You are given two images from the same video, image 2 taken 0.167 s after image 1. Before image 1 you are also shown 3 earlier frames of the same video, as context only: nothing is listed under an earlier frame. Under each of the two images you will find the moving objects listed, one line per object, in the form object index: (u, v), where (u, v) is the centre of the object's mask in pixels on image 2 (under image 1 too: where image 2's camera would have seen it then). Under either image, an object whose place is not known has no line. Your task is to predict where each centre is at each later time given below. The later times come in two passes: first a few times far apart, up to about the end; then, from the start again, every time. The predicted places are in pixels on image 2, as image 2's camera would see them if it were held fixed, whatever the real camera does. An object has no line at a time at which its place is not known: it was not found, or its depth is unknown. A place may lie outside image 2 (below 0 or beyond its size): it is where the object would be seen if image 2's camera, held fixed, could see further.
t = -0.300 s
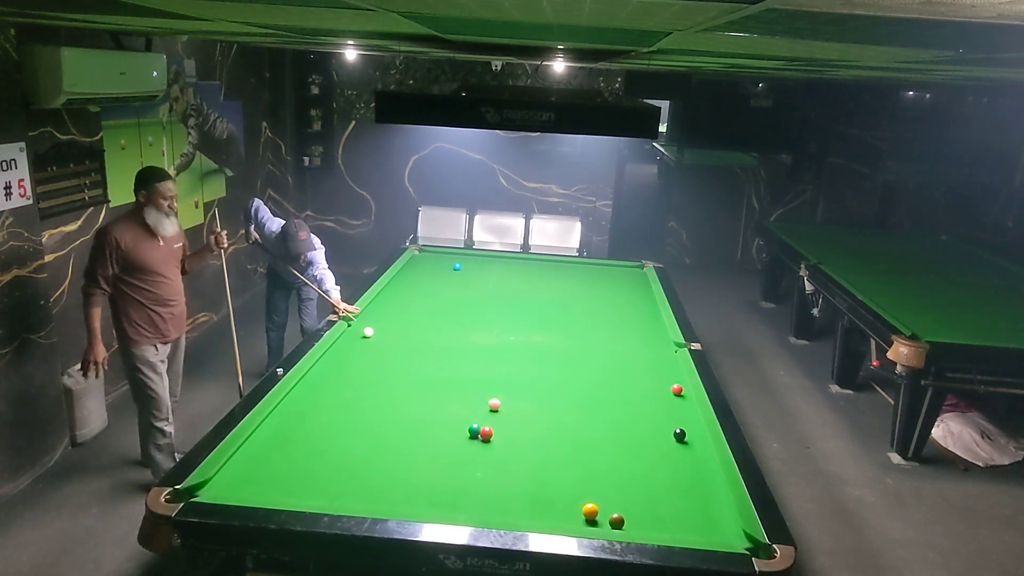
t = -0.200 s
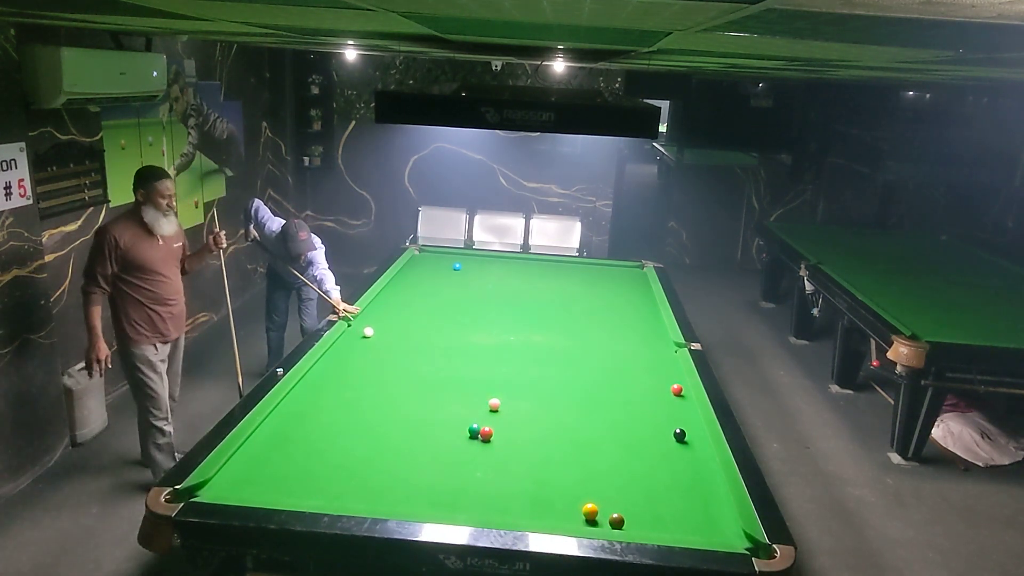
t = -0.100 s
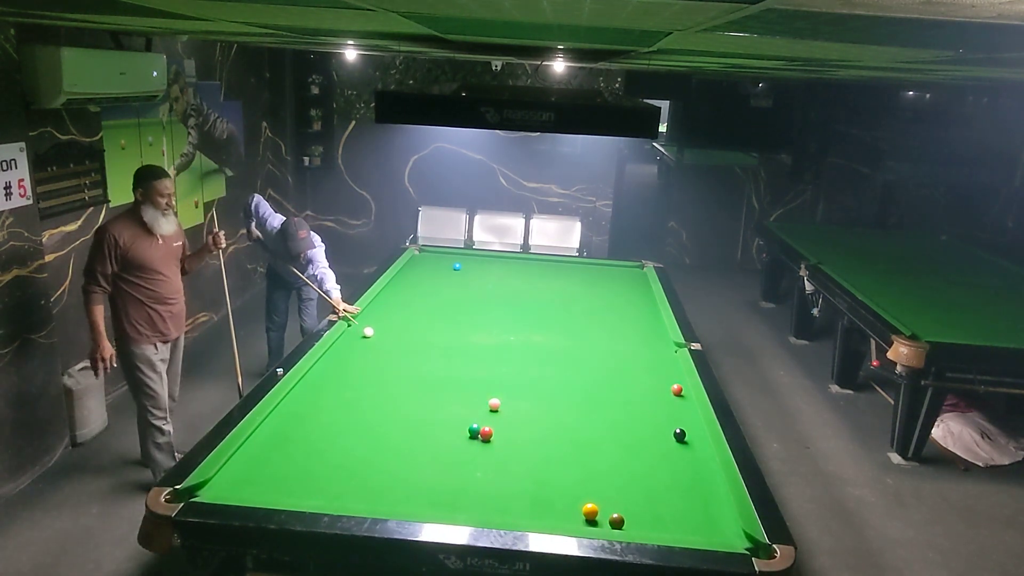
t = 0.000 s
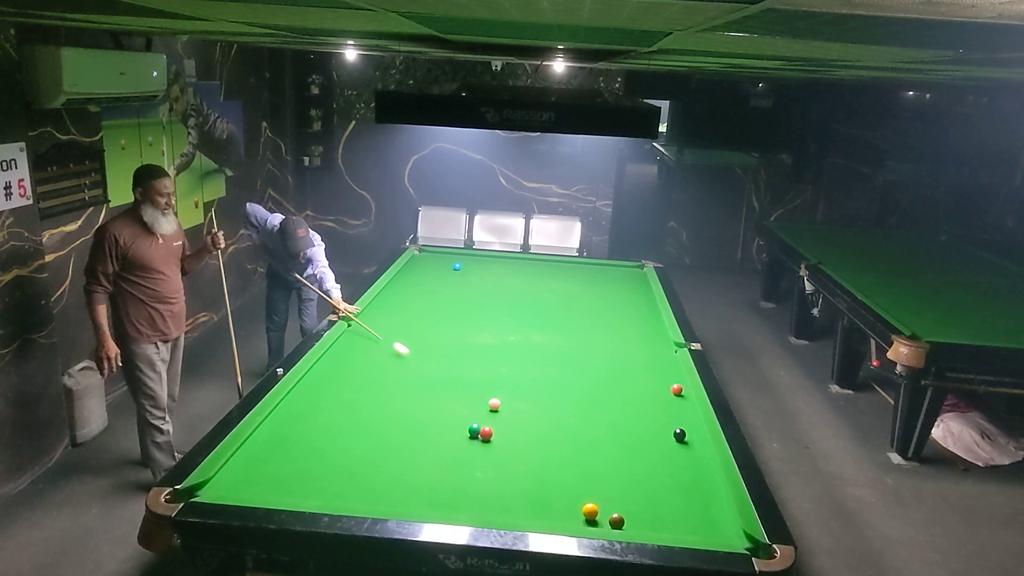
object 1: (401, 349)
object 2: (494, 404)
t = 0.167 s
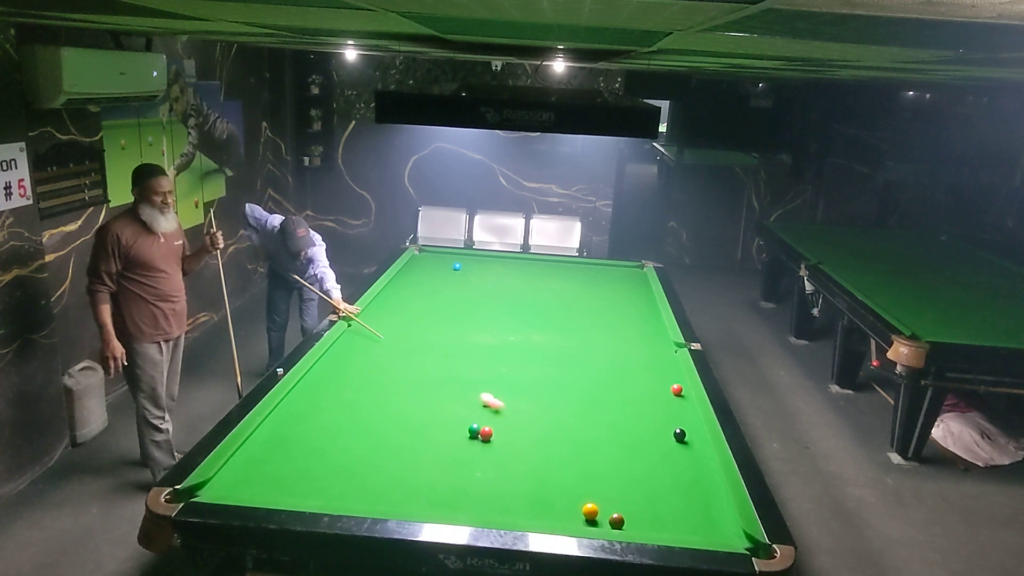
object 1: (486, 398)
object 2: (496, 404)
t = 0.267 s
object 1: (494, 400)
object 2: (549, 437)
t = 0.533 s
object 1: (513, 405)
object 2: (711, 528)
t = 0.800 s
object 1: (531, 409)
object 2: (671, 467)
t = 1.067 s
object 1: (547, 412)
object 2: (614, 423)
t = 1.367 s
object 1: (563, 415)
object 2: (565, 385)
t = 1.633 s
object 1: (575, 418)
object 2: (530, 357)
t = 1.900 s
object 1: (585, 419)
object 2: (501, 334)
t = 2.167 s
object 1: (594, 421)
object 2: (477, 315)
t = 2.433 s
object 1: (600, 422)
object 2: (456, 299)
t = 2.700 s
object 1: (604, 422)
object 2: (439, 285)
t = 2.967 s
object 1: (606, 423)
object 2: (424, 273)
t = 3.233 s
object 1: (606, 423)
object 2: (411, 262)
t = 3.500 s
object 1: (606, 423)
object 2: (424, 257)
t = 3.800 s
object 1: (606, 423)
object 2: (439, 252)
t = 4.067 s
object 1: (606, 423)
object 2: (443, 255)
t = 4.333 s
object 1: (606, 423)
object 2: (447, 260)
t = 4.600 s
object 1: (606, 423)
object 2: (451, 263)
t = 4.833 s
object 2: (452, 265)
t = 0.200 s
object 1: (489, 399)
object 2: (512, 411)
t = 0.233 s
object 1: (492, 400)
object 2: (532, 426)
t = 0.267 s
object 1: (494, 400)
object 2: (549, 437)
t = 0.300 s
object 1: (496, 401)
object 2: (568, 449)
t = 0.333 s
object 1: (499, 402)
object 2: (588, 461)
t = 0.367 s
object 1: (501, 402)
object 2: (608, 473)
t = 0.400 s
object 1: (504, 403)
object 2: (630, 487)
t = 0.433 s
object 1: (506, 403)
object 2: (652, 503)
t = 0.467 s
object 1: (508, 404)
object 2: (675, 516)
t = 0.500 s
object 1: (511, 404)
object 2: (698, 531)
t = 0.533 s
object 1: (513, 405)
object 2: (711, 528)
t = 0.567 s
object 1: (515, 405)
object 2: (719, 520)
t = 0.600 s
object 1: (518, 406)
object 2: (727, 513)
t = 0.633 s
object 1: (520, 406)
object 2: (719, 504)
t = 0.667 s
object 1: (522, 407)
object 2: (708, 496)
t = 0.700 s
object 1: (524, 407)
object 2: (697, 487)
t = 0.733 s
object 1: (527, 408)
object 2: (688, 481)
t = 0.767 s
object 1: (529, 408)
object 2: (679, 473)
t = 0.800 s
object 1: (531, 409)
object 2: (671, 467)
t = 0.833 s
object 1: (533, 409)
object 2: (663, 461)
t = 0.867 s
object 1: (535, 410)
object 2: (656, 455)
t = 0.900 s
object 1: (537, 410)
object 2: (648, 449)
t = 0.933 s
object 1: (539, 411)
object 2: (641, 444)
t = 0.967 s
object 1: (541, 411)
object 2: (634, 438)
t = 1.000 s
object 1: (543, 411)
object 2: (627, 433)
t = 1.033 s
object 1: (545, 412)
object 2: (621, 428)
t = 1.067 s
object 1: (547, 412)
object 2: (614, 423)
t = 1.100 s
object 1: (549, 413)
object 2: (608, 418)
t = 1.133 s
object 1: (551, 413)
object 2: (602, 414)
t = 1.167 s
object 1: (552, 413)
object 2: (596, 409)
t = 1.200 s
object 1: (554, 414)
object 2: (591, 405)
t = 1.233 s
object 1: (556, 414)
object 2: (585, 401)
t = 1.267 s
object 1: (558, 414)
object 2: (580, 396)
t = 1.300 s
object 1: (560, 415)
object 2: (575, 392)
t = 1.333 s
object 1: (561, 415)
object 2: (570, 388)
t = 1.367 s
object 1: (563, 415)
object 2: (565, 385)
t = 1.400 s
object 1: (564, 416)
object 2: (560, 381)
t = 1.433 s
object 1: (566, 416)
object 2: (556, 377)
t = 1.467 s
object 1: (568, 416)
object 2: (551, 374)
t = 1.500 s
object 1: (569, 417)
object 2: (546, 370)
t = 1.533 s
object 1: (571, 417)
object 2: (542, 367)
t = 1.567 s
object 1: (572, 417)
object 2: (538, 364)
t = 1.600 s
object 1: (574, 417)
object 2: (534, 360)
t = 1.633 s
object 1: (575, 418)
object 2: (530, 357)
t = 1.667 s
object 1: (576, 418)
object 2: (526, 354)
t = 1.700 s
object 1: (578, 418)
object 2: (522, 351)
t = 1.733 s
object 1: (579, 418)
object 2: (518, 348)
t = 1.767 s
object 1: (581, 419)
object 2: (515, 345)
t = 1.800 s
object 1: (582, 419)
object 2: (511, 342)
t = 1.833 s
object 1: (583, 419)
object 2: (508, 340)
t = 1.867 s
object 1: (584, 419)
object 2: (504, 337)
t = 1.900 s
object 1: (585, 419)
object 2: (501, 334)
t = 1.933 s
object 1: (587, 420)
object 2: (498, 332)
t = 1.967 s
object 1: (588, 420)
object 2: (495, 329)
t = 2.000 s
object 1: (589, 420)
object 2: (491, 327)
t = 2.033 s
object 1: (590, 420)
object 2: (488, 325)
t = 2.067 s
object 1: (591, 420)
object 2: (485, 322)
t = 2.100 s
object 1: (592, 420)
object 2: (482, 320)
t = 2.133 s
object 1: (593, 421)
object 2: (480, 318)
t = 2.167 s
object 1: (594, 421)
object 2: (477, 315)
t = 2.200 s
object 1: (595, 421)
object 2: (474, 313)
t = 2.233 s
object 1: (596, 421)
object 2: (471, 311)
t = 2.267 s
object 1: (596, 421)
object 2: (469, 309)
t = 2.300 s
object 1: (597, 421)
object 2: (466, 307)
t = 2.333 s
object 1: (598, 421)
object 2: (464, 305)
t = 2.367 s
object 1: (599, 422)
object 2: (461, 303)
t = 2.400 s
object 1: (599, 422)
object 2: (459, 301)
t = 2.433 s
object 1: (600, 422)
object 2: (456, 299)
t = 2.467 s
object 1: (601, 422)
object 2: (454, 297)
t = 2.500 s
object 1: (601, 422)
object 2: (452, 295)
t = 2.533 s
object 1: (602, 422)
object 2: (449, 294)
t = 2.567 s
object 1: (602, 422)
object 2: (447, 292)
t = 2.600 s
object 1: (603, 422)
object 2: (445, 290)
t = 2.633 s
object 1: (603, 422)
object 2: (443, 289)
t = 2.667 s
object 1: (604, 422)
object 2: (441, 287)
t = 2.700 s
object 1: (604, 422)
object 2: (439, 285)
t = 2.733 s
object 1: (604, 422)
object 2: (437, 283)
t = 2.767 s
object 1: (605, 422)
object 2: (435, 282)
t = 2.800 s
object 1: (605, 422)
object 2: (433, 281)
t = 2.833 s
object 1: (605, 422)
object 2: (431, 279)
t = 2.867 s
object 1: (605, 422)
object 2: (429, 277)
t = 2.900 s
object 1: (606, 423)
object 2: (427, 276)
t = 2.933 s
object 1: (606, 423)
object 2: (426, 274)
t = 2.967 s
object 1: (606, 423)
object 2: (424, 273)
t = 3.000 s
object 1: (606, 423)
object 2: (422, 272)
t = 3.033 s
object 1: (606, 423)
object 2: (420, 270)
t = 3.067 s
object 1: (606, 423)
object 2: (419, 269)
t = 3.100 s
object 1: (606, 423)
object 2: (417, 267)
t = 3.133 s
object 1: (606, 423)
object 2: (416, 266)
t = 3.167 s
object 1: (606, 423)
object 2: (414, 265)
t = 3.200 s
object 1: (606, 423)
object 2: (413, 264)
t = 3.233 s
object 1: (606, 423)
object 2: (411, 262)
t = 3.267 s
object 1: (606, 423)
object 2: (410, 261)
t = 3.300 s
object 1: (606, 423)
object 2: (412, 261)
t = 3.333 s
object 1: (606, 423)
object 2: (415, 260)
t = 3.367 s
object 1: (606, 423)
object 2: (416, 259)
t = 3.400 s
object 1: (606, 423)
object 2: (418, 259)
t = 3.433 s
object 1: (606, 423)
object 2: (420, 258)
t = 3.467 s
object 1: (606, 423)
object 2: (422, 258)
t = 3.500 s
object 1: (606, 423)
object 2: (424, 257)
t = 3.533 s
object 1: (606, 423)
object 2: (425, 256)
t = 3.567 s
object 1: (606, 423)
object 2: (427, 256)
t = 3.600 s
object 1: (606, 423)
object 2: (429, 255)
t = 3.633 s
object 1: (606, 423)
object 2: (430, 254)
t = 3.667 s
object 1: (606, 423)
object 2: (432, 254)
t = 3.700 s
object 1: (606, 423)
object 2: (434, 253)
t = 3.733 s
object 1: (606, 423)
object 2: (436, 253)
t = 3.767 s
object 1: (606, 423)
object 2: (437, 252)
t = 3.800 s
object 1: (606, 423)
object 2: (439, 252)
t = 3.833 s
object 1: (606, 423)
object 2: (440, 252)
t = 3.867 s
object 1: (606, 423)
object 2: (440, 252)
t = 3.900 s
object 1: (606, 423)
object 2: (440, 253)
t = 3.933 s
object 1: (606, 423)
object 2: (441, 253)
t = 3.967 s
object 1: (606, 423)
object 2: (442, 254)
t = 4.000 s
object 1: (606, 423)
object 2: (442, 254)
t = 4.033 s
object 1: (606, 423)
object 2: (443, 255)
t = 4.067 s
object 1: (606, 423)
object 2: (443, 255)
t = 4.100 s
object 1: (606, 423)
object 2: (444, 256)
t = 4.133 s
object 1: (606, 423)
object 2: (444, 256)
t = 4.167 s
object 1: (606, 423)
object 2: (445, 257)
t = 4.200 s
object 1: (606, 423)
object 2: (445, 258)
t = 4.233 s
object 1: (606, 423)
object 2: (446, 258)
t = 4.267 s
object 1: (606, 423)
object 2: (446, 259)
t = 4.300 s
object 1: (606, 423)
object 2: (447, 259)
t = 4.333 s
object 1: (606, 423)
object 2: (447, 260)
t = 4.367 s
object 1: (606, 423)
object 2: (448, 260)
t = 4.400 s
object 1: (606, 423)
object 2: (448, 260)
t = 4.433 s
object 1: (606, 423)
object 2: (449, 261)
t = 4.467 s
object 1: (606, 423)
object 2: (449, 262)
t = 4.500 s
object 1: (606, 423)
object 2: (450, 262)
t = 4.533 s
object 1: (606, 423)
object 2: (450, 263)
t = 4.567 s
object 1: (606, 423)
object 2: (451, 263)
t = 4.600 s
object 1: (606, 423)
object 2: (451, 263)
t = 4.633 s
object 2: (452, 264)
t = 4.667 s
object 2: (452, 264)
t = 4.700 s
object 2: (452, 264)
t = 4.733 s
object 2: (452, 265)
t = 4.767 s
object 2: (452, 265)
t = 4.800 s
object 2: (452, 265)
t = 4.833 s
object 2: (452, 265)
